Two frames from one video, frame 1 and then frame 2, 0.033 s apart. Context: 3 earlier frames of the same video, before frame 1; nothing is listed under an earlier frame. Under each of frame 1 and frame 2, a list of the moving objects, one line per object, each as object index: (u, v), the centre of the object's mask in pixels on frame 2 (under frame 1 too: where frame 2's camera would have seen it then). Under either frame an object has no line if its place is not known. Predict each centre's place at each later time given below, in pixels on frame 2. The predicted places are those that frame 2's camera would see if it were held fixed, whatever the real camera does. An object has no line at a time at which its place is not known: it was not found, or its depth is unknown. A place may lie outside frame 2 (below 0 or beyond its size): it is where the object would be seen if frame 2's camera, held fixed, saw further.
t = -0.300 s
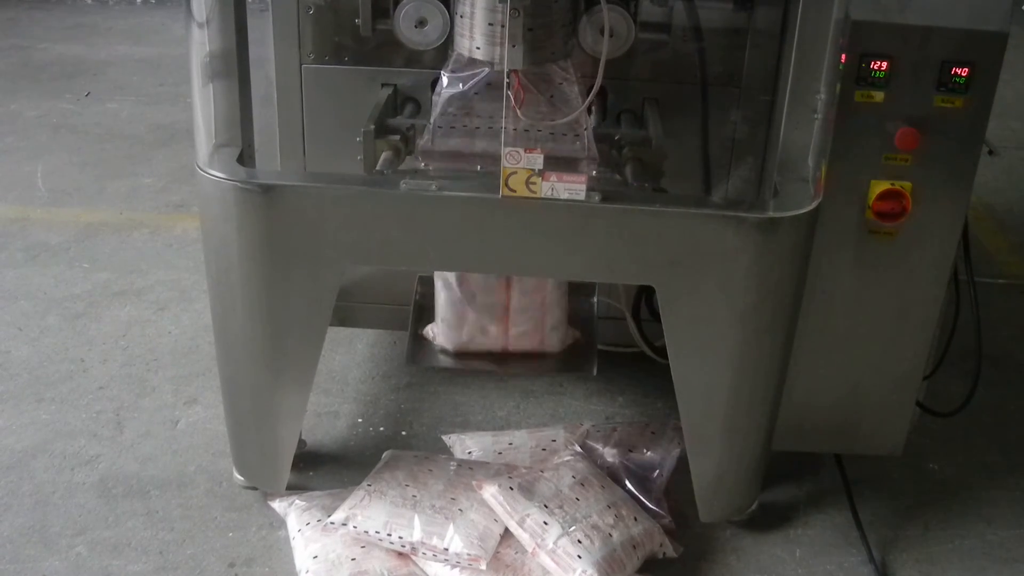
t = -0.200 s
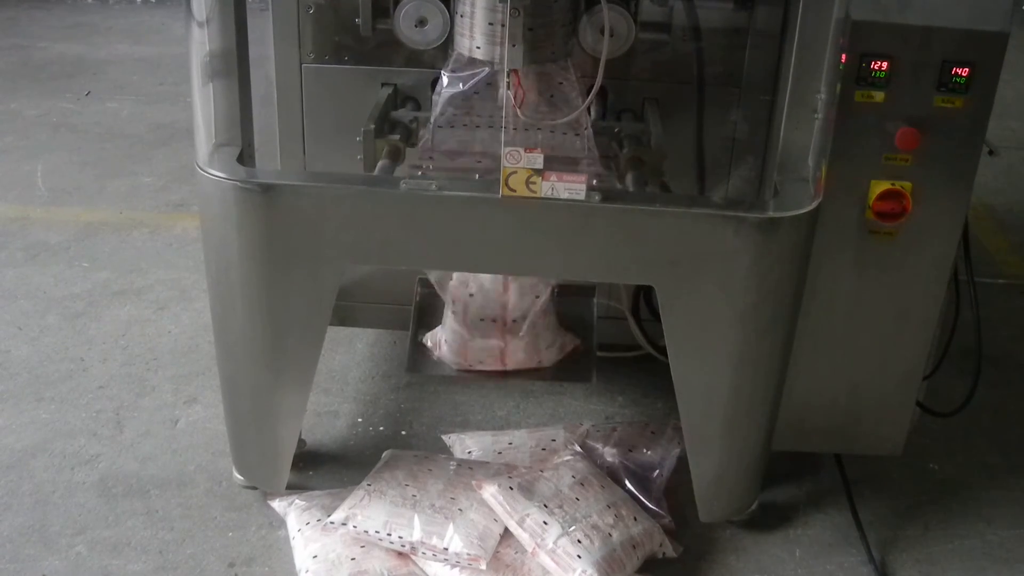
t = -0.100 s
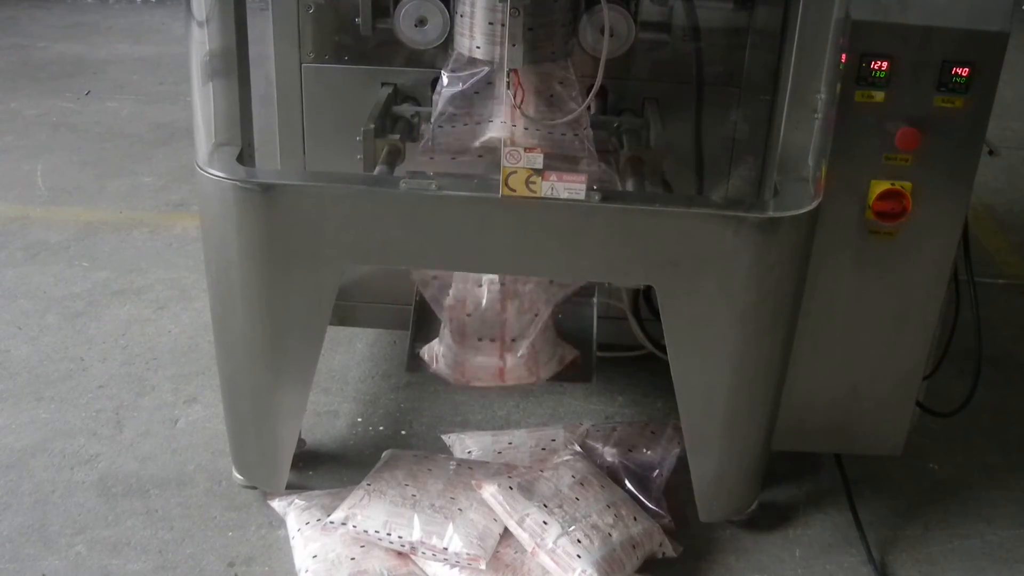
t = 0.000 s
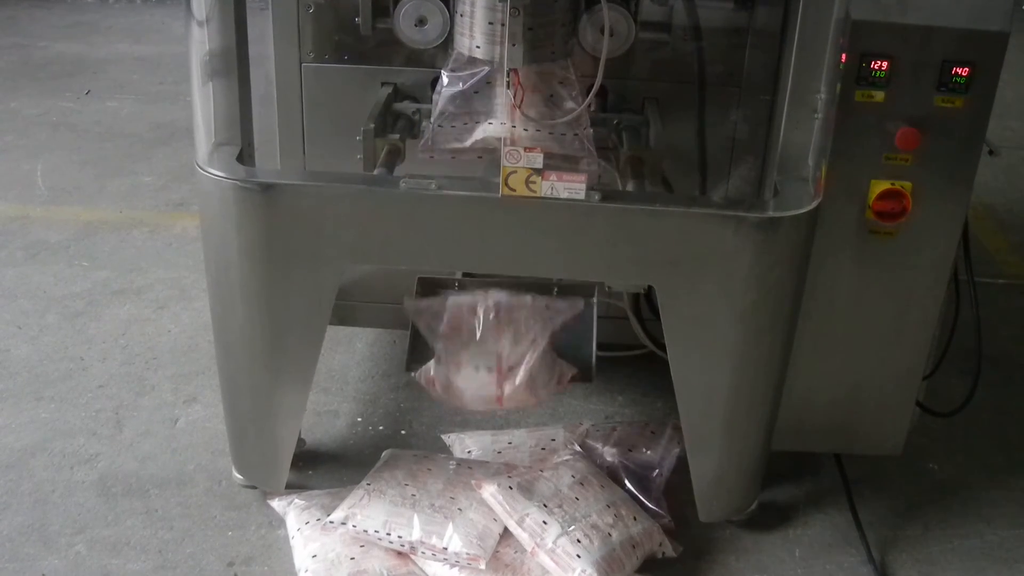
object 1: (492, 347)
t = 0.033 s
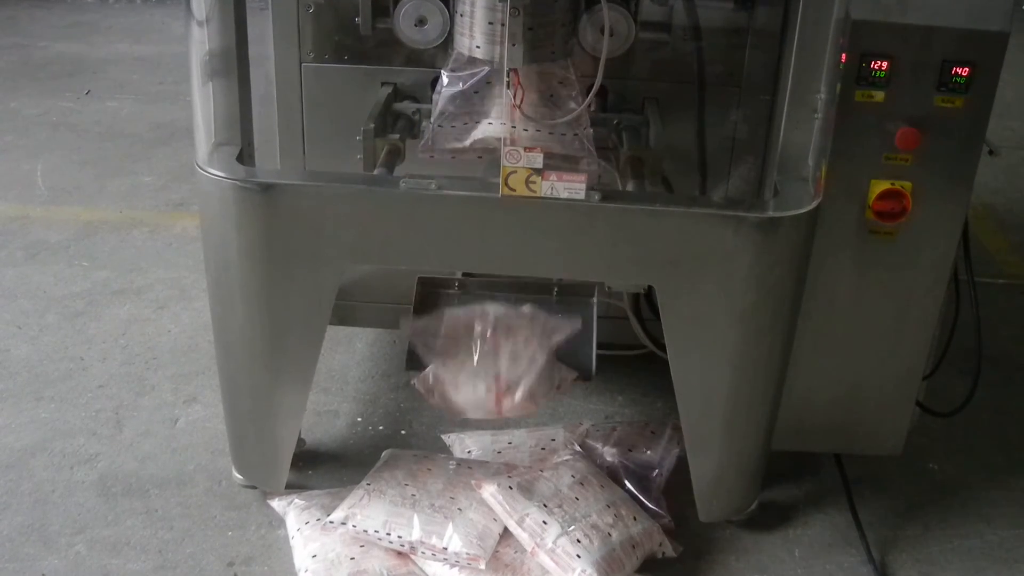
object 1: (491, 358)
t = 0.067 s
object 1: (489, 371)
